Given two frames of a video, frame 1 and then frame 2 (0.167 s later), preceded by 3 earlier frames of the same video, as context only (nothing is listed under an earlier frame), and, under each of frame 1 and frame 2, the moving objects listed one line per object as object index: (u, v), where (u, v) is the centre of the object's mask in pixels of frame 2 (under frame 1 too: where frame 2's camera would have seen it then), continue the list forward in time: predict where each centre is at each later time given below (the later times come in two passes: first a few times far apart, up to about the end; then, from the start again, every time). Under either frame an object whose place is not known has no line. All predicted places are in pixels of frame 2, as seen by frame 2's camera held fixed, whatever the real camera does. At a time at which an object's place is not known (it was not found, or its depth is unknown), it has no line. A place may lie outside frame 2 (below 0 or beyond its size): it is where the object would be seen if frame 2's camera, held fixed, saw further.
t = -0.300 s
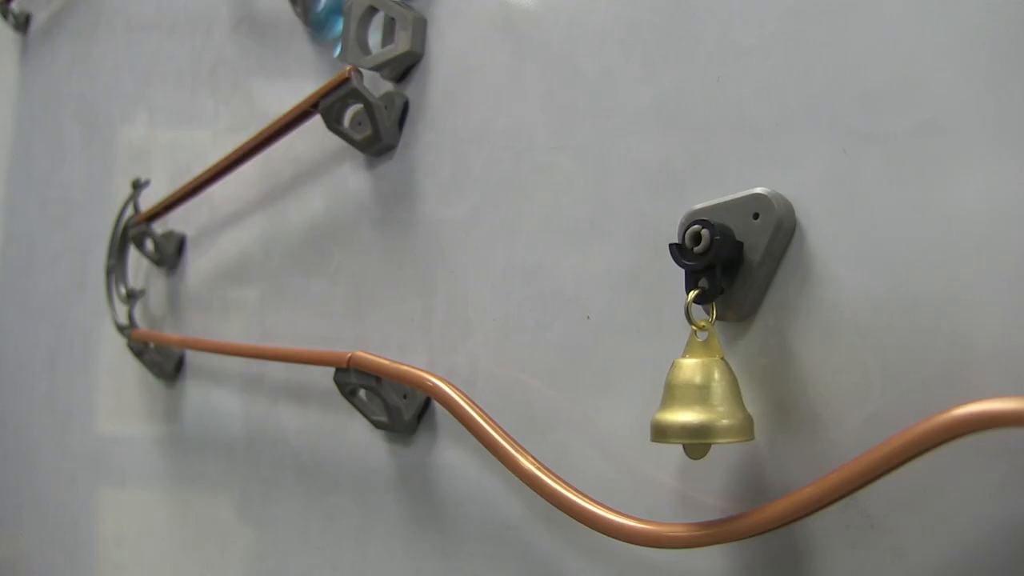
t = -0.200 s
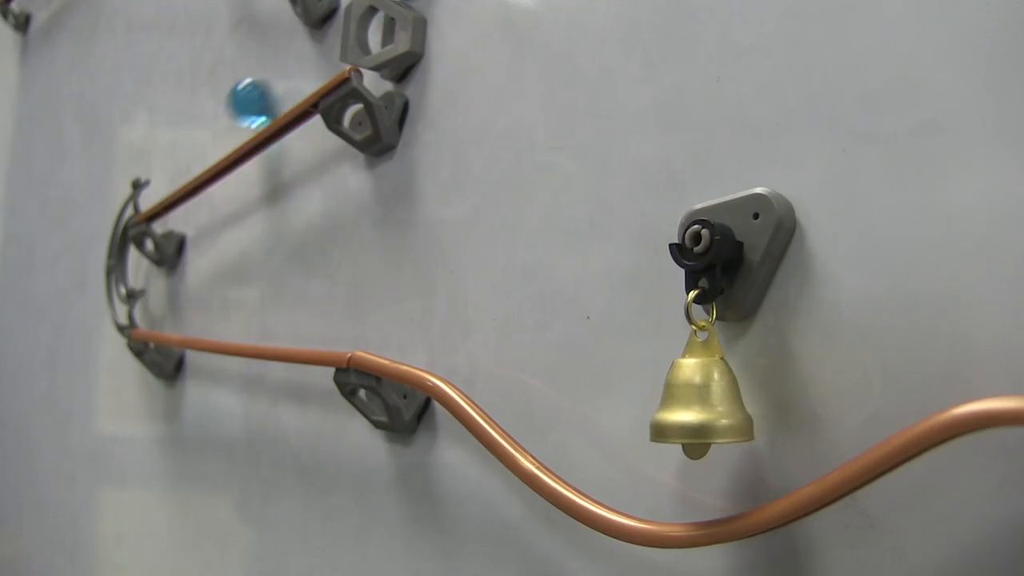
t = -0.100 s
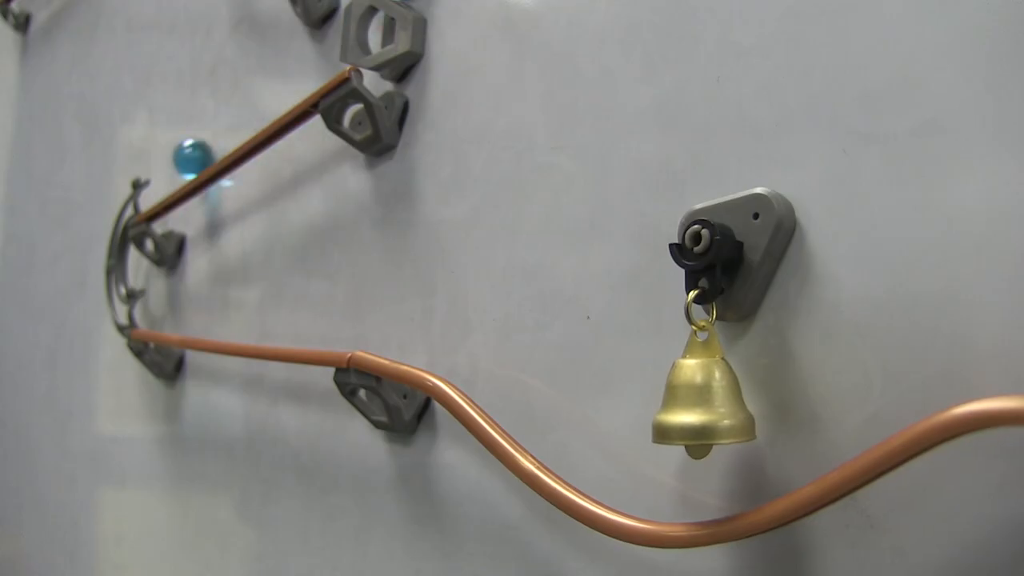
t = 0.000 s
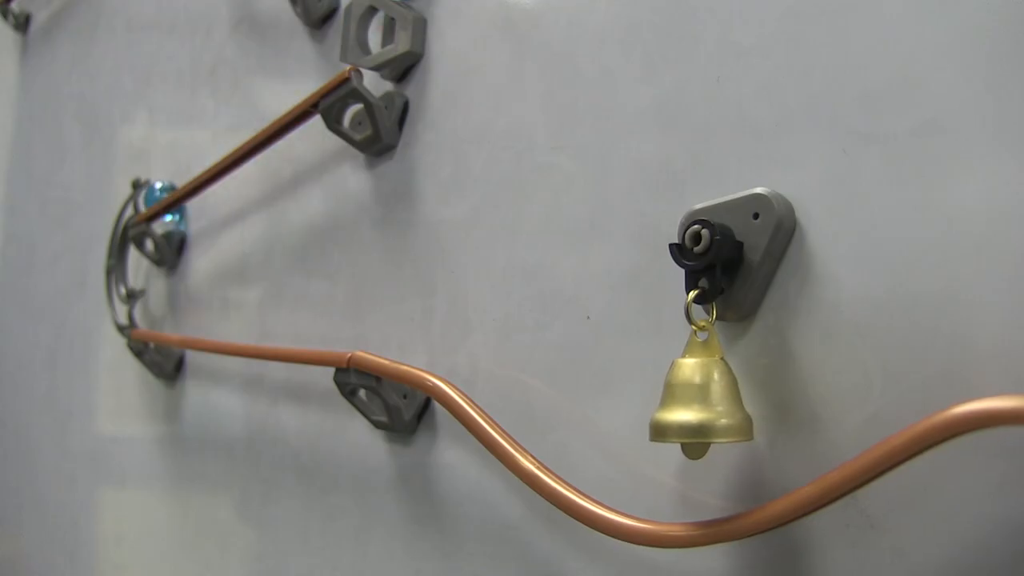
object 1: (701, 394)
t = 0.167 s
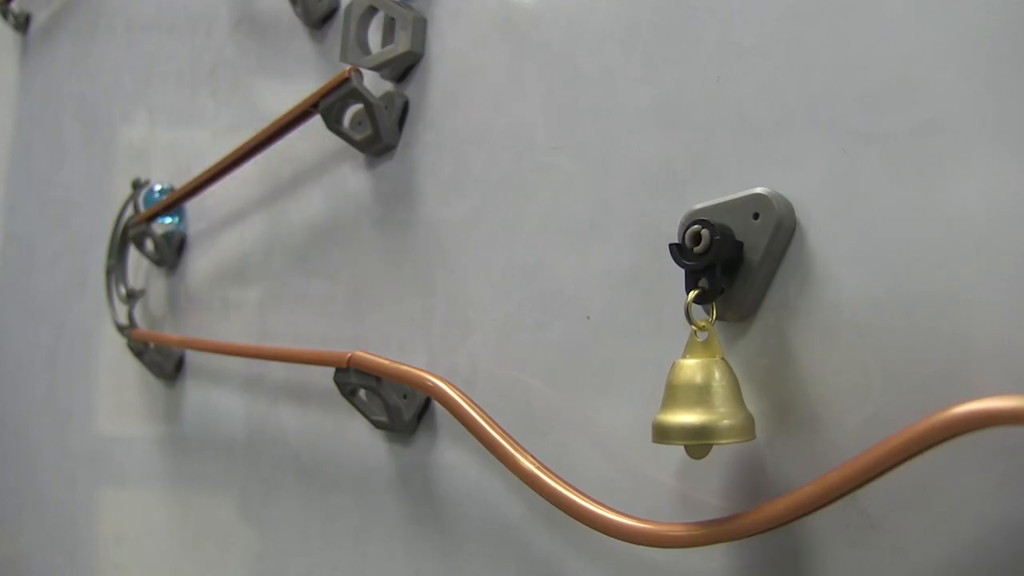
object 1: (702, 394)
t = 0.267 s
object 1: (700, 394)
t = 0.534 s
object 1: (700, 394)
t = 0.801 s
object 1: (701, 394)
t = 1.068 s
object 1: (701, 394)
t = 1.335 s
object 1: (701, 394)
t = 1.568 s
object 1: (700, 394)
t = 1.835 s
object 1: (707, 390)
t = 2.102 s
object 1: (639, 368)
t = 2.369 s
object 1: (662, 386)
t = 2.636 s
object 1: (705, 390)
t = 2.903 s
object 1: (723, 396)
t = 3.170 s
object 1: (710, 396)
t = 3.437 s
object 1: (691, 394)
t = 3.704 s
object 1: (693, 394)
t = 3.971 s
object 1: (701, 393)
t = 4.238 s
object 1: (708, 395)
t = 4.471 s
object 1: (703, 397)
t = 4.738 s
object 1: (701, 398)
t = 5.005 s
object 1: (702, 397)
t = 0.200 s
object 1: (702, 394)
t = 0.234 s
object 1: (701, 394)
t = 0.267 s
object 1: (700, 394)
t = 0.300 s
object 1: (701, 394)
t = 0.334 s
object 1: (701, 394)
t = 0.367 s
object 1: (702, 394)
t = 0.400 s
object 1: (702, 394)
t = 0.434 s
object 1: (702, 394)
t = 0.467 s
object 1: (701, 394)
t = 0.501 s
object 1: (701, 394)
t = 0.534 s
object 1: (700, 394)
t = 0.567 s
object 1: (701, 394)
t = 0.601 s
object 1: (702, 394)
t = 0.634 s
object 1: (702, 394)
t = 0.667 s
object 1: (702, 394)
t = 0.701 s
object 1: (702, 394)
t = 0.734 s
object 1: (701, 394)
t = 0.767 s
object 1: (700, 394)
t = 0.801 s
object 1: (701, 394)
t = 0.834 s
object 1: (701, 394)
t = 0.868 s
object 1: (702, 394)
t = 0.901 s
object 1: (702, 394)
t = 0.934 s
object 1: (702, 394)
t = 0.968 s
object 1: (701, 394)
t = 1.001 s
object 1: (701, 394)
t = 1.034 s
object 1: (701, 394)
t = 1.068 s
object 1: (701, 394)
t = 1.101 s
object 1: (701, 394)
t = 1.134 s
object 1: (702, 394)
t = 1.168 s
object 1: (702, 394)
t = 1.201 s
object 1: (702, 394)
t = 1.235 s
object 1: (701, 394)
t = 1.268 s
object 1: (701, 394)
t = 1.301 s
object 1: (701, 394)
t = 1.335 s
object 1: (701, 394)
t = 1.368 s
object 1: (702, 394)
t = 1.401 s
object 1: (702, 394)
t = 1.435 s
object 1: (702, 394)
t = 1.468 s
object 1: (702, 394)
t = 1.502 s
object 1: (701, 394)
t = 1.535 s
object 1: (700, 394)
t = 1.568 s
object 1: (700, 394)
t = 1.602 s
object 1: (701, 394)
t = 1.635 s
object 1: (702, 394)
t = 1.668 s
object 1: (702, 392)
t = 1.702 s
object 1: (717, 381)
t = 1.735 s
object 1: (734, 381)
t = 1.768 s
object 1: (740, 380)
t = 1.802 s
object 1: (729, 383)
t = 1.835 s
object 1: (707, 390)
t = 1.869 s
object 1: (687, 392)
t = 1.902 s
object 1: (673, 389)
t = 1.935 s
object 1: (668, 388)
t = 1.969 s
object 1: (675, 390)
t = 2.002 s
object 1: (662, 379)
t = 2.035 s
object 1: (630, 361)
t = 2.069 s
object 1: (620, 356)
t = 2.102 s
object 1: (639, 368)
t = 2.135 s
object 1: (683, 391)
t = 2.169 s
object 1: (729, 388)
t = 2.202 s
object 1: (758, 379)
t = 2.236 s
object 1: (768, 375)
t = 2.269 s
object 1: (756, 381)
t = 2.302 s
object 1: (723, 388)
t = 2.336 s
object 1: (687, 390)
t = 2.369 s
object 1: (662, 386)
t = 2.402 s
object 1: (653, 380)
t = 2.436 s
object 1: (654, 383)
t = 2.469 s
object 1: (673, 387)
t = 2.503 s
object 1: (710, 386)
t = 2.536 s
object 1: (745, 381)
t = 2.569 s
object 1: (747, 380)
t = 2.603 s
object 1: (727, 383)
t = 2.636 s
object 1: (705, 390)
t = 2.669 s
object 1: (690, 392)
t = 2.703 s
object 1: (682, 391)
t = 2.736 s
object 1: (679, 391)
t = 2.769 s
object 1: (683, 390)
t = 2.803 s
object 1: (694, 392)
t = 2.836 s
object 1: (707, 392)
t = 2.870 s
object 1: (719, 394)
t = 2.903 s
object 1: (723, 396)
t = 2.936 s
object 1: (718, 396)
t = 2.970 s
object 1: (708, 398)
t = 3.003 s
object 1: (696, 397)
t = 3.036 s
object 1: (687, 397)
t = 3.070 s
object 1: (683, 396)
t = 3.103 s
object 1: (687, 397)
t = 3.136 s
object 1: (698, 398)
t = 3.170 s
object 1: (710, 396)
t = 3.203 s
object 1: (718, 396)
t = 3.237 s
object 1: (718, 395)
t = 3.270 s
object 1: (713, 394)
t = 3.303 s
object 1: (707, 395)
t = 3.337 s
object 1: (700, 396)
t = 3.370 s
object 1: (695, 395)
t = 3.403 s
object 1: (691, 394)
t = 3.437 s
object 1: (691, 394)
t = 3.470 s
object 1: (695, 393)
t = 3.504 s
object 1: (703, 394)
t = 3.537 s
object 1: (710, 394)
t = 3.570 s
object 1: (712, 393)
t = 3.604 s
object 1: (708, 395)
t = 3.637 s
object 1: (702, 395)
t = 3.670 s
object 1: (695, 395)
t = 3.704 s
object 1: (693, 394)
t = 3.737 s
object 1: (694, 394)
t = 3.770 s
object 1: (698, 394)
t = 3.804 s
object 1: (702, 393)
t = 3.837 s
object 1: (707, 392)
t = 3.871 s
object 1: (708, 392)
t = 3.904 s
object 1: (706, 393)
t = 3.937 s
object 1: (703, 393)
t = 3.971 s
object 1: (701, 393)
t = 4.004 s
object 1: (701, 393)
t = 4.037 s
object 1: (700, 394)
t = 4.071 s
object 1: (698, 394)
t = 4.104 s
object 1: (697, 394)
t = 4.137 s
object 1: (698, 394)
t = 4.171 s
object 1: (702, 395)
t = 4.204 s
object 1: (706, 396)
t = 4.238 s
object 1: (708, 395)
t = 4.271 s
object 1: (706, 395)
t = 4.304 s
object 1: (703, 396)
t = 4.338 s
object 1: (699, 396)
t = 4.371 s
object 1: (697, 395)
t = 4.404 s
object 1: (698, 395)
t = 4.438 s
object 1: (700, 397)
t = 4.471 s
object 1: (703, 397)
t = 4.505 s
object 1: (706, 398)
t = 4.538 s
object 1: (707, 397)
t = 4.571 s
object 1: (706, 398)
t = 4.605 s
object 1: (703, 398)
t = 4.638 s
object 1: (702, 398)
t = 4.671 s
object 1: (702, 397)
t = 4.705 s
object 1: (702, 398)
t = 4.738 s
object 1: (701, 398)
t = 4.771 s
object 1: (700, 398)
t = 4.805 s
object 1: (699, 398)
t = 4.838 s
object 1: (701, 398)
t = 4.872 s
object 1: (703, 398)
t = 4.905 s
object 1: (705, 398)
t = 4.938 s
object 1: (705, 398)
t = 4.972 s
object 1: (703, 397)
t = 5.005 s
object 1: (702, 397)
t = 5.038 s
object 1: (701, 397)
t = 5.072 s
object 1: (701, 397)
